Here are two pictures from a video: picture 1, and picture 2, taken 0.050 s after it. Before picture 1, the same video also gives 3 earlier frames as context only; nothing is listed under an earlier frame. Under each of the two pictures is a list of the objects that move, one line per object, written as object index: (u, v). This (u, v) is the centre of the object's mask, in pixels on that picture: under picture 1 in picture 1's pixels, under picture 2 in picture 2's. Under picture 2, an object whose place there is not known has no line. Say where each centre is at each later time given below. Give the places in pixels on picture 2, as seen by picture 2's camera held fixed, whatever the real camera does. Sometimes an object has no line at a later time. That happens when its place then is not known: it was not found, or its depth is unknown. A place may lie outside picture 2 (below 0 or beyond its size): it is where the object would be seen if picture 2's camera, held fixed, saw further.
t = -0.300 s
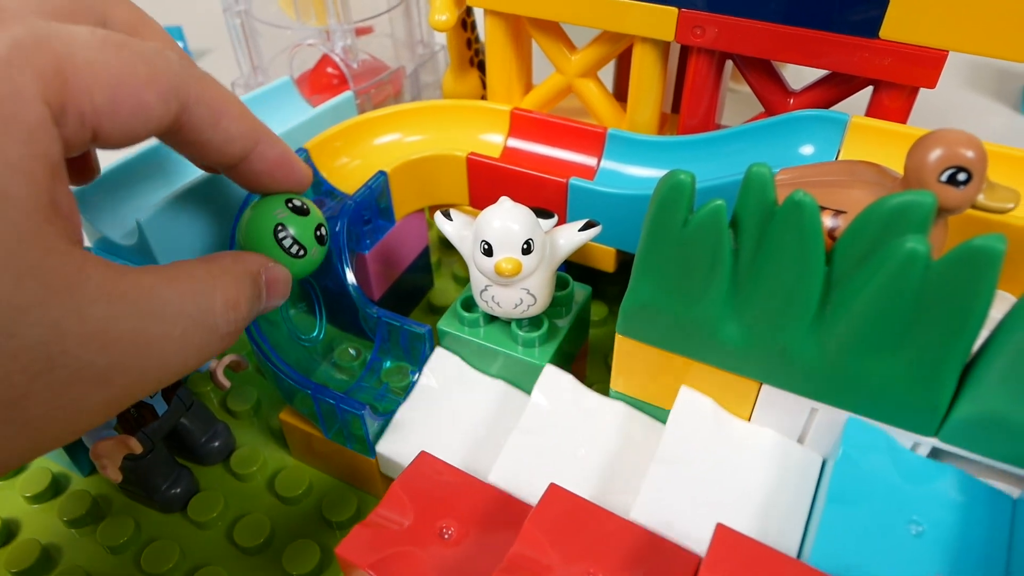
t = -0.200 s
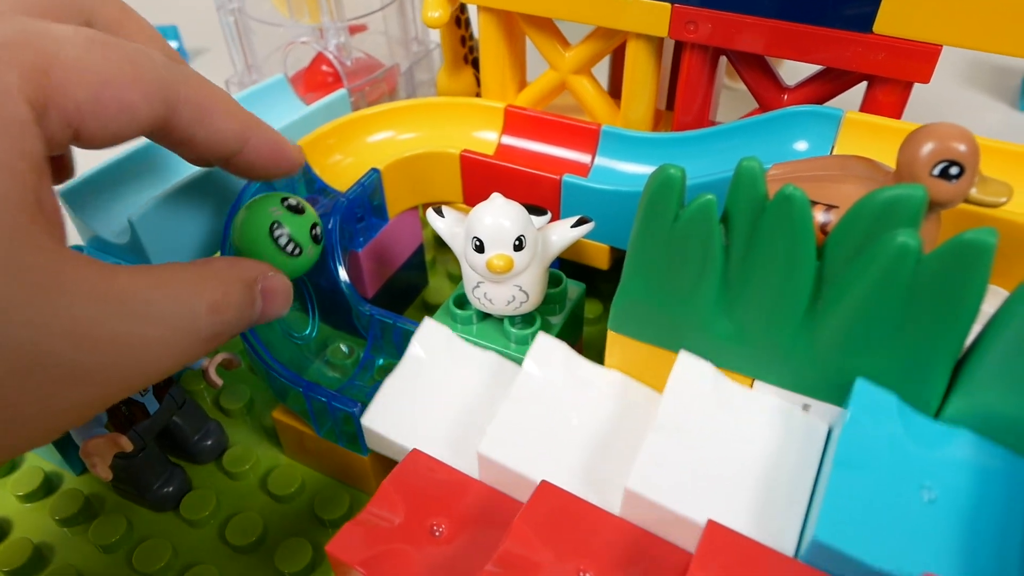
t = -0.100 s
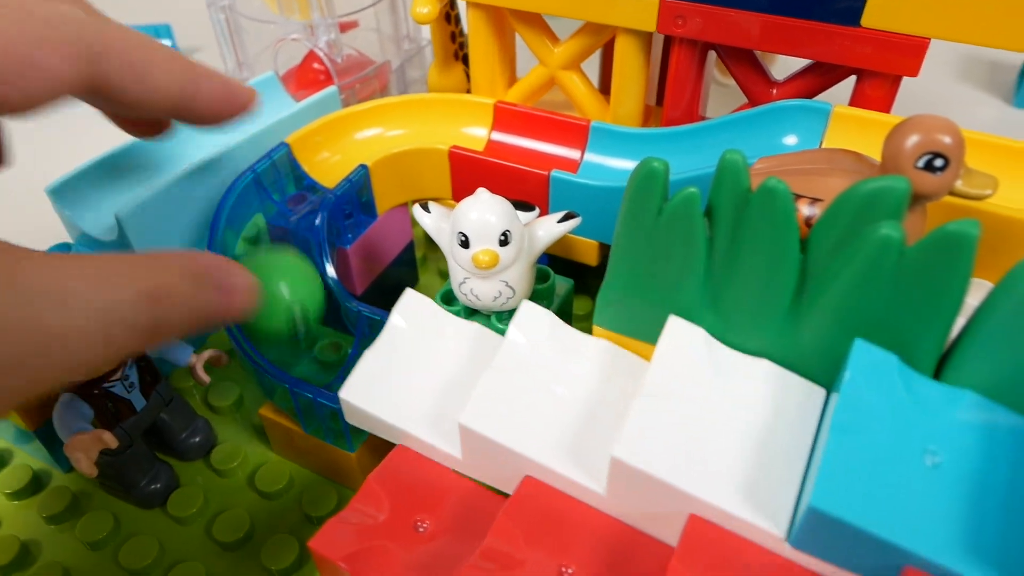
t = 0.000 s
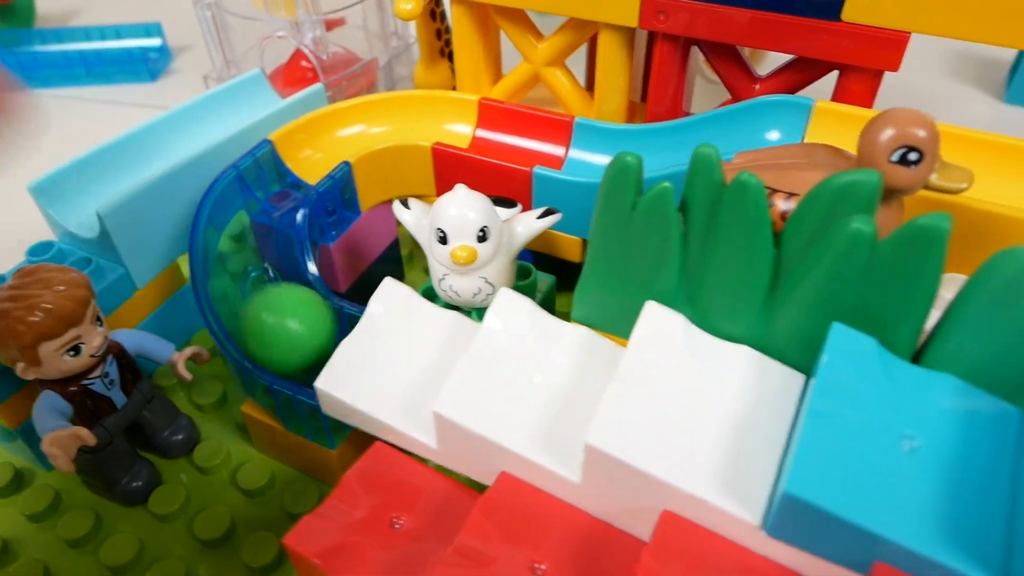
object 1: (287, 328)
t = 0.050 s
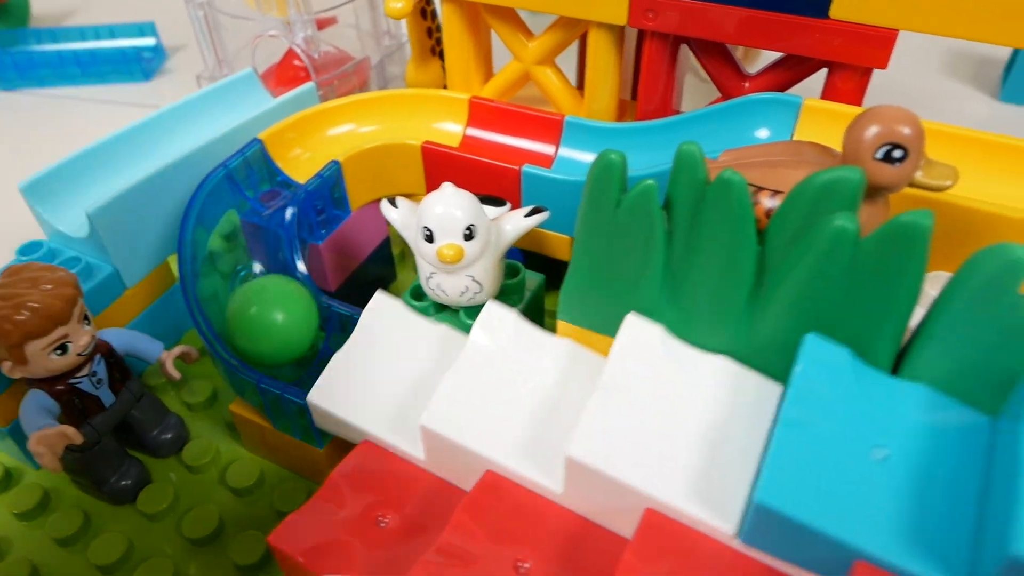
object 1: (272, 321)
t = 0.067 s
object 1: (273, 325)
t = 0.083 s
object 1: (278, 330)
